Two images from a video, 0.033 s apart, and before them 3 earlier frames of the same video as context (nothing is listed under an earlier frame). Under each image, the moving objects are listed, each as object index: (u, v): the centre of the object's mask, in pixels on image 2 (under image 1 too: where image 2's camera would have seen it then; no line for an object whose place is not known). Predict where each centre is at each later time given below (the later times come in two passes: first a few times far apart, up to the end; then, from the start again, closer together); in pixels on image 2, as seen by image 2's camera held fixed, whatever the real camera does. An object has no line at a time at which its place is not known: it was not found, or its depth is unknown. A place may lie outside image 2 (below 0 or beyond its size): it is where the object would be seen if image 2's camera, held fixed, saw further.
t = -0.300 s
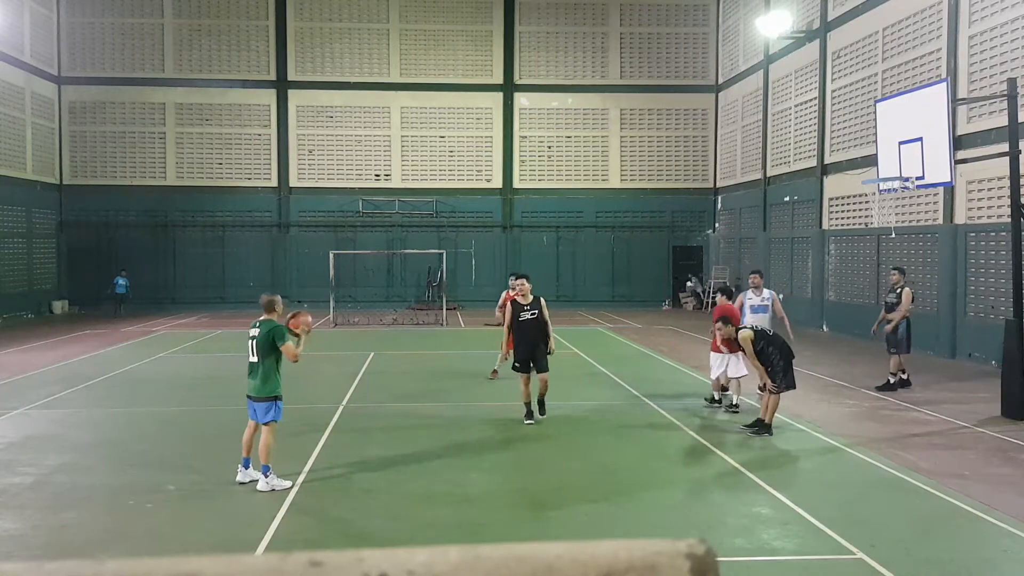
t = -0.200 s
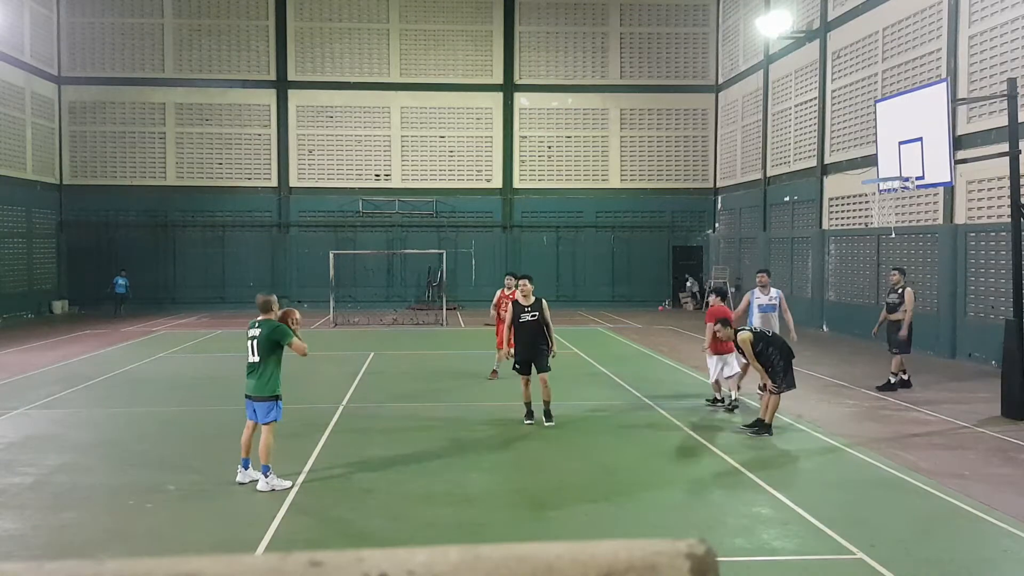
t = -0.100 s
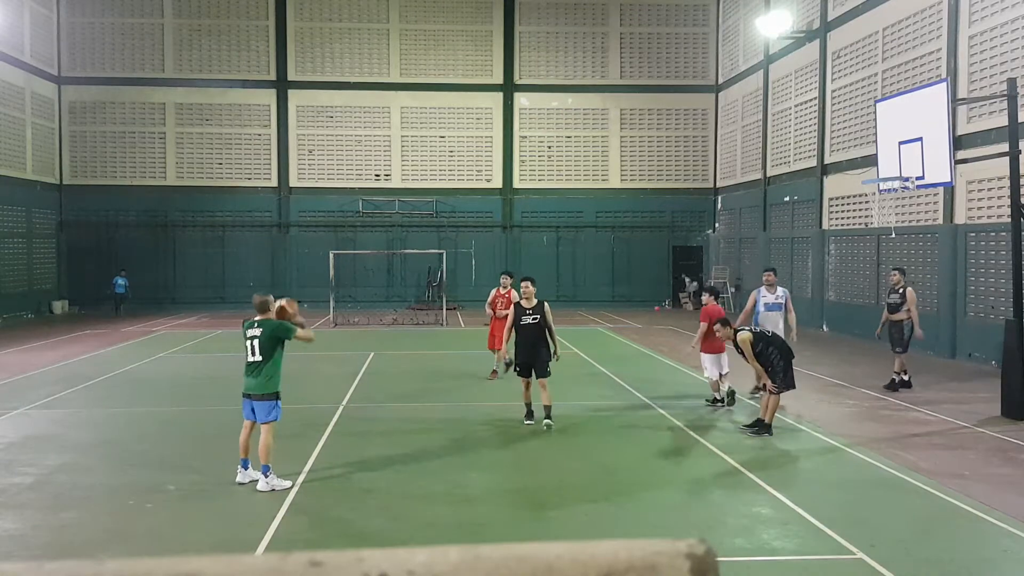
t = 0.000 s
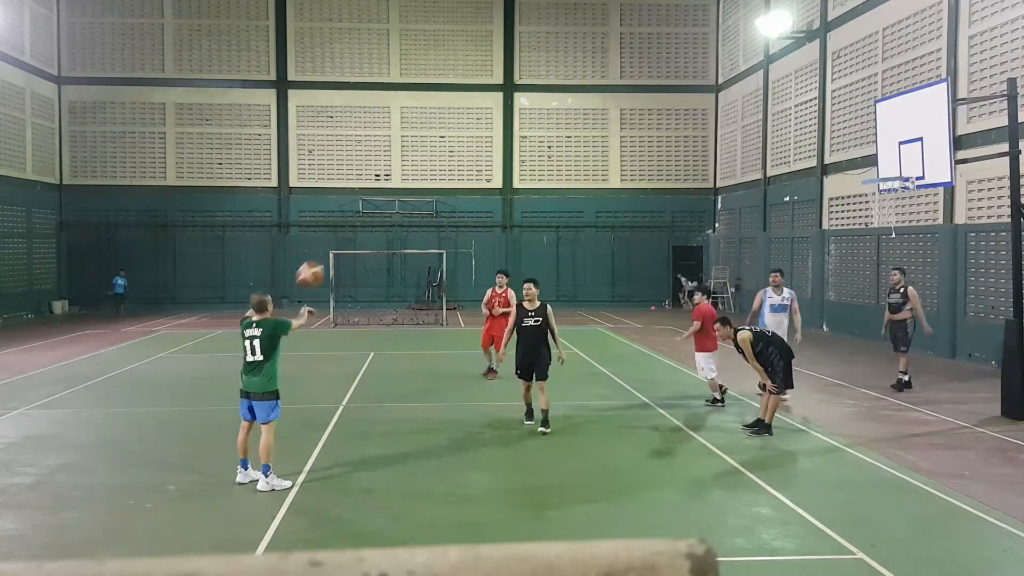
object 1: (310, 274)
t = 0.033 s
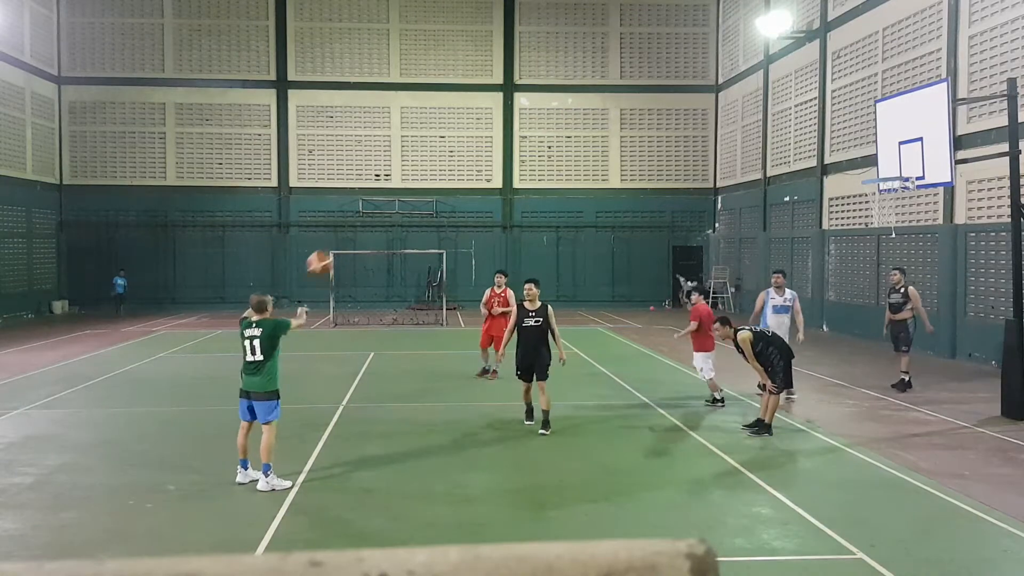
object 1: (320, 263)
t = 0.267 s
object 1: (374, 227)
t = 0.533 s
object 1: (420, 243)
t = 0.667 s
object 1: (438, 267)
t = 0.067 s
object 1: (328, 253)
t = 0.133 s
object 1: (345, 239)
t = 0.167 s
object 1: (353, 234)
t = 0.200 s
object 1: (360, 231)
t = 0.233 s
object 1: (367, 228)
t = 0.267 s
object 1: (374, 227)
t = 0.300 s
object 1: (380, 225)
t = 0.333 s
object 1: (387, 226)
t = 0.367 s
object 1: (393, 226)
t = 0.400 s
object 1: (399, 228)
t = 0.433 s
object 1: (404, 231)
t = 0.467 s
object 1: (410, 234)
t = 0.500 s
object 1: (415, 238)
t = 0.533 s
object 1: (420, 243)
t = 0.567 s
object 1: (424, 248)
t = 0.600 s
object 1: (429, 254)
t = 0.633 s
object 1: (434, 261)
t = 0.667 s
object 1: (438, 267)
